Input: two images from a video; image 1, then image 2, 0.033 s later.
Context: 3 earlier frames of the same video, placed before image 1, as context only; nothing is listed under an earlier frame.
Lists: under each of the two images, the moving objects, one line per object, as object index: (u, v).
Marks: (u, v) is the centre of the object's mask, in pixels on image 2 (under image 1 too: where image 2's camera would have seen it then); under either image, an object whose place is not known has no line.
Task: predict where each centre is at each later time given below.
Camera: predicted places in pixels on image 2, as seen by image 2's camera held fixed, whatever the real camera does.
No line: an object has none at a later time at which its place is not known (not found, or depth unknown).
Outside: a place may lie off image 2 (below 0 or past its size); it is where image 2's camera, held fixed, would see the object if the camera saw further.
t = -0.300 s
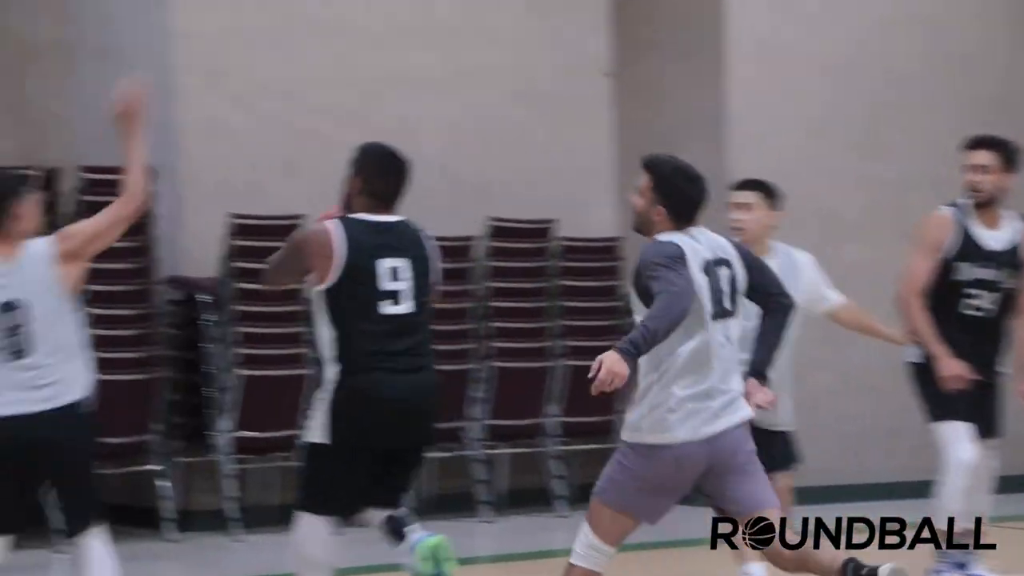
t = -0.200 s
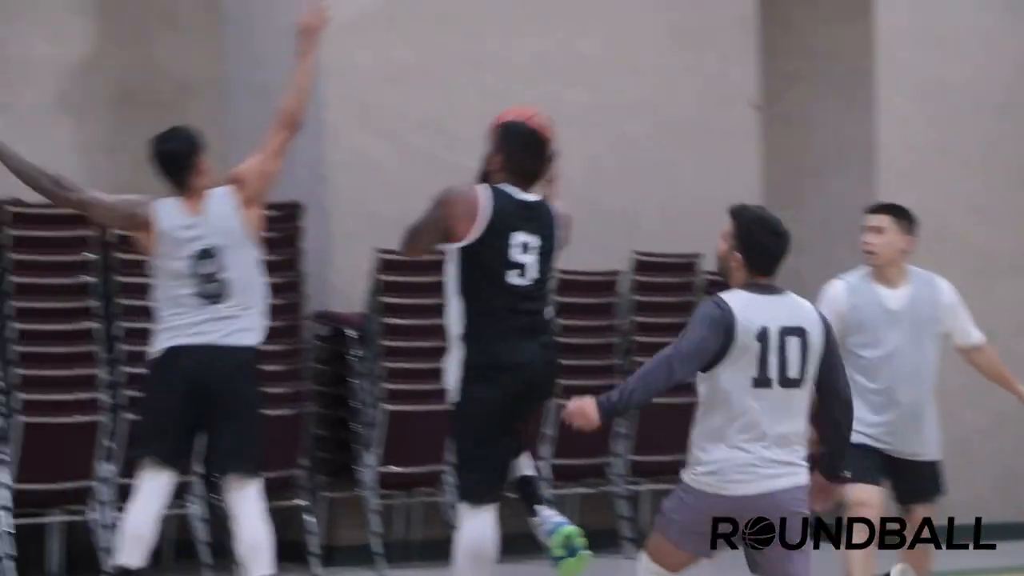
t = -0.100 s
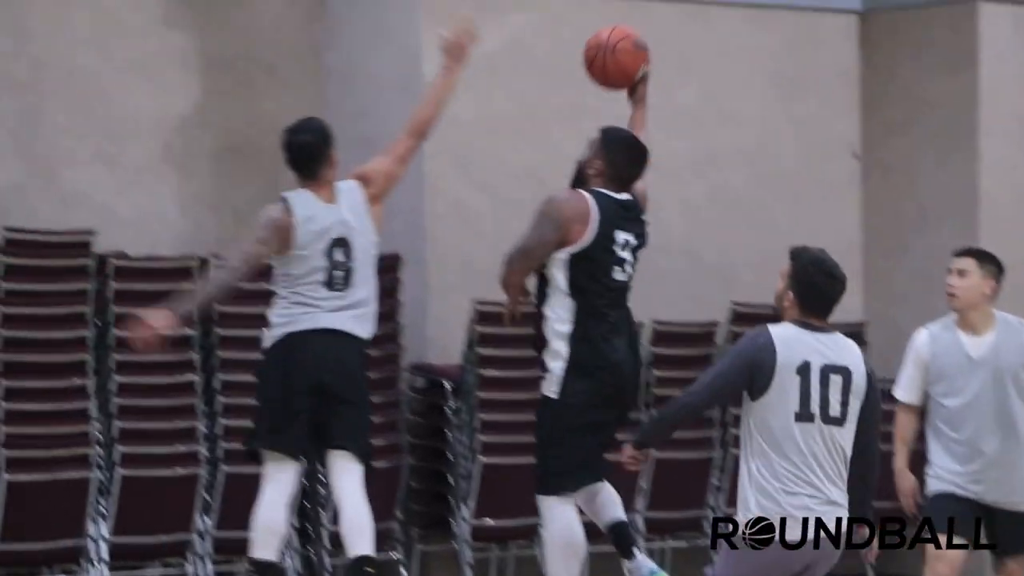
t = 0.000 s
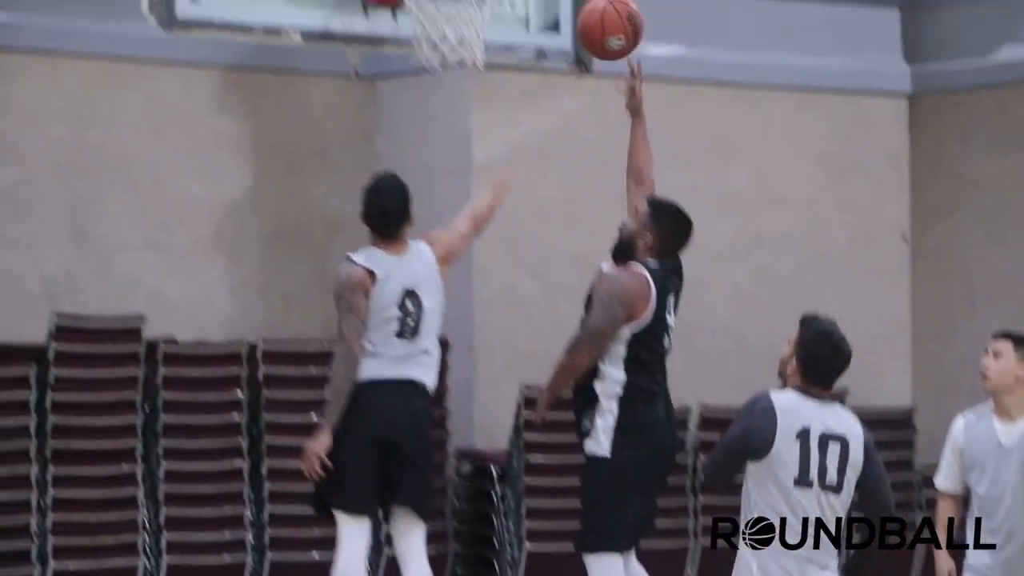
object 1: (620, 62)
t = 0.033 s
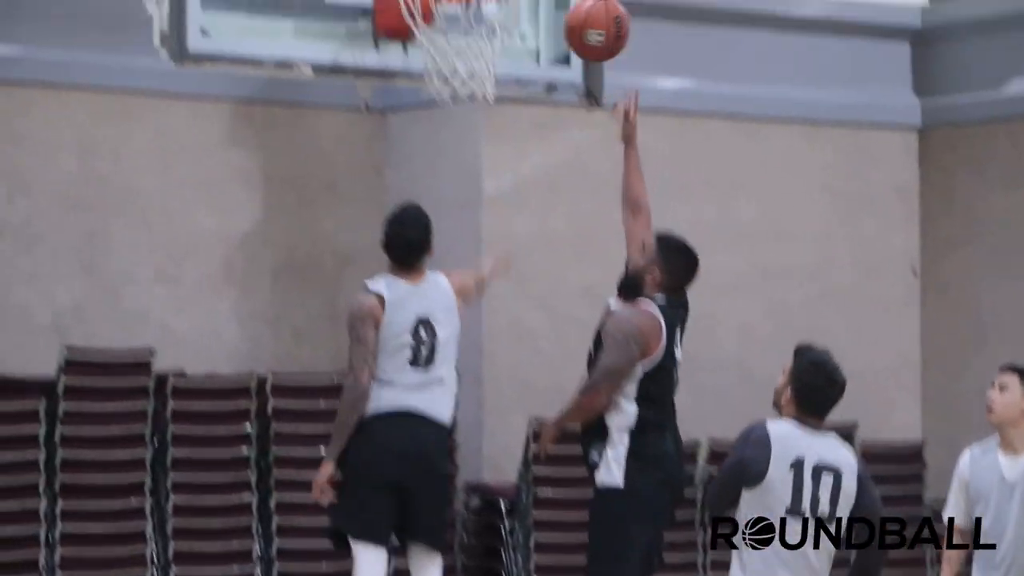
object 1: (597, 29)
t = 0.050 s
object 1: (585, 13)
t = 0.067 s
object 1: (574, -1)
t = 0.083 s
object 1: (562, -15)
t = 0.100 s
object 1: (550, -27)
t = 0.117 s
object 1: (539, -40)
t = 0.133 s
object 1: (527, -52)
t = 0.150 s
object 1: (514, -61)
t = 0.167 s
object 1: (502, -70)
